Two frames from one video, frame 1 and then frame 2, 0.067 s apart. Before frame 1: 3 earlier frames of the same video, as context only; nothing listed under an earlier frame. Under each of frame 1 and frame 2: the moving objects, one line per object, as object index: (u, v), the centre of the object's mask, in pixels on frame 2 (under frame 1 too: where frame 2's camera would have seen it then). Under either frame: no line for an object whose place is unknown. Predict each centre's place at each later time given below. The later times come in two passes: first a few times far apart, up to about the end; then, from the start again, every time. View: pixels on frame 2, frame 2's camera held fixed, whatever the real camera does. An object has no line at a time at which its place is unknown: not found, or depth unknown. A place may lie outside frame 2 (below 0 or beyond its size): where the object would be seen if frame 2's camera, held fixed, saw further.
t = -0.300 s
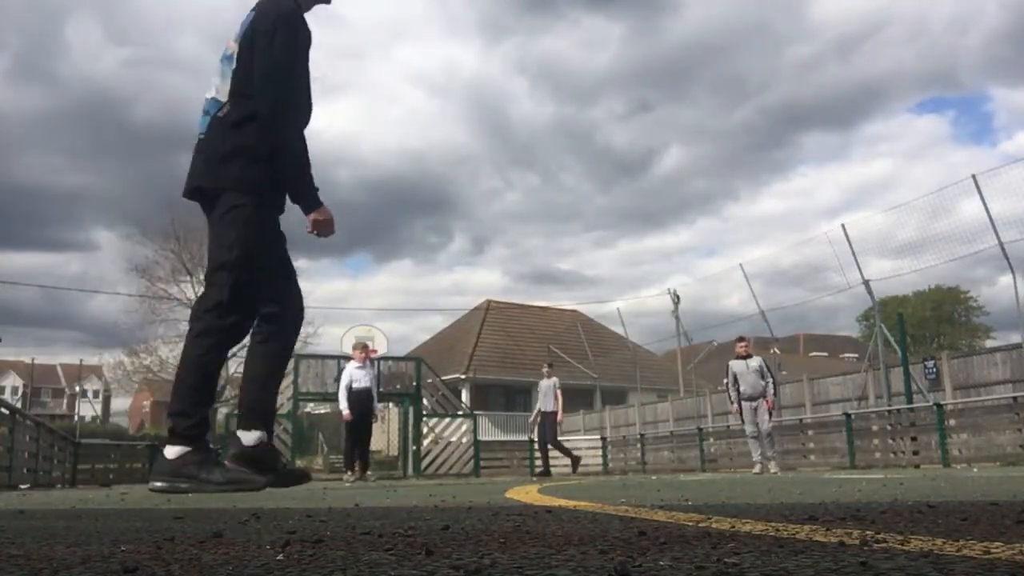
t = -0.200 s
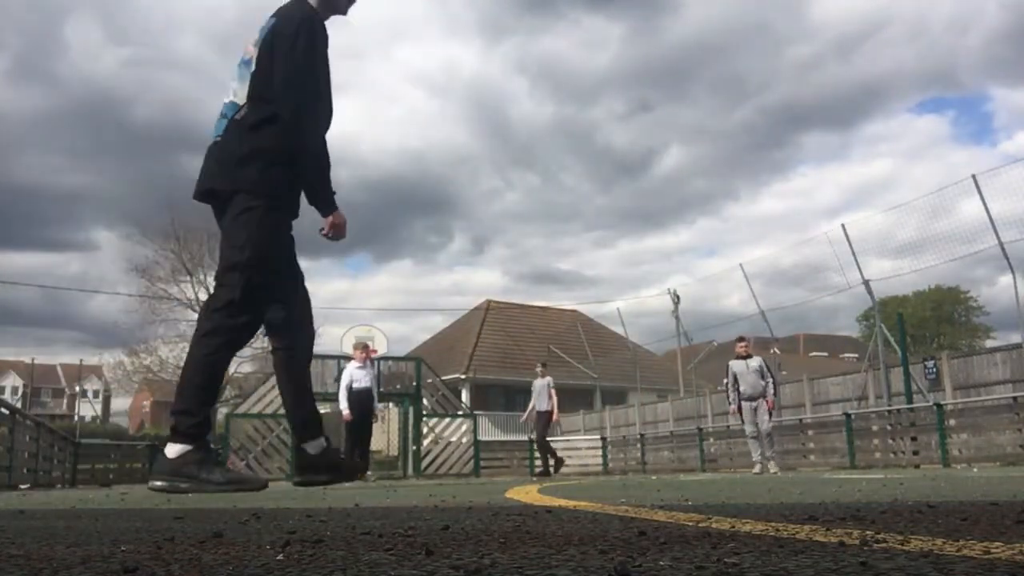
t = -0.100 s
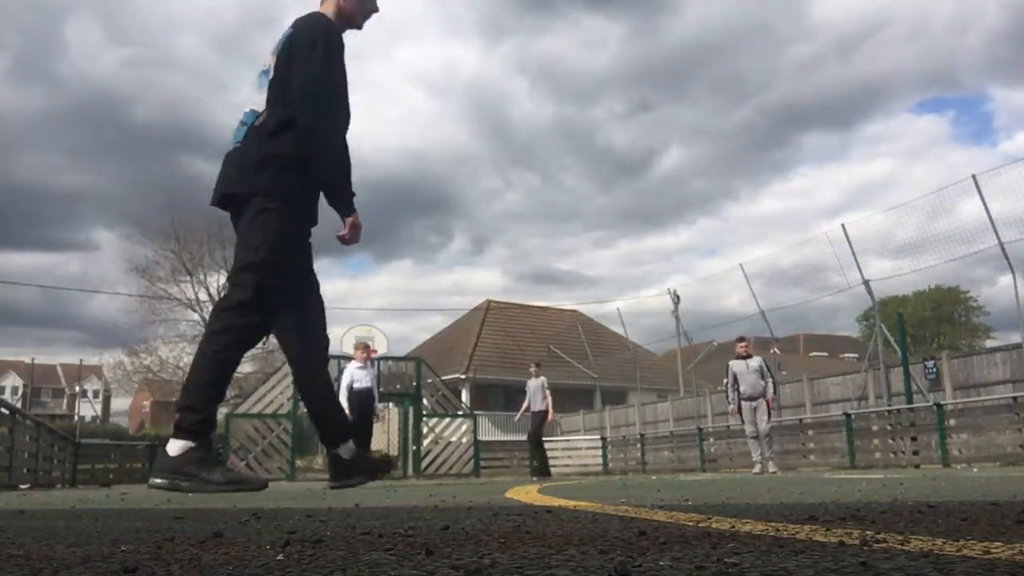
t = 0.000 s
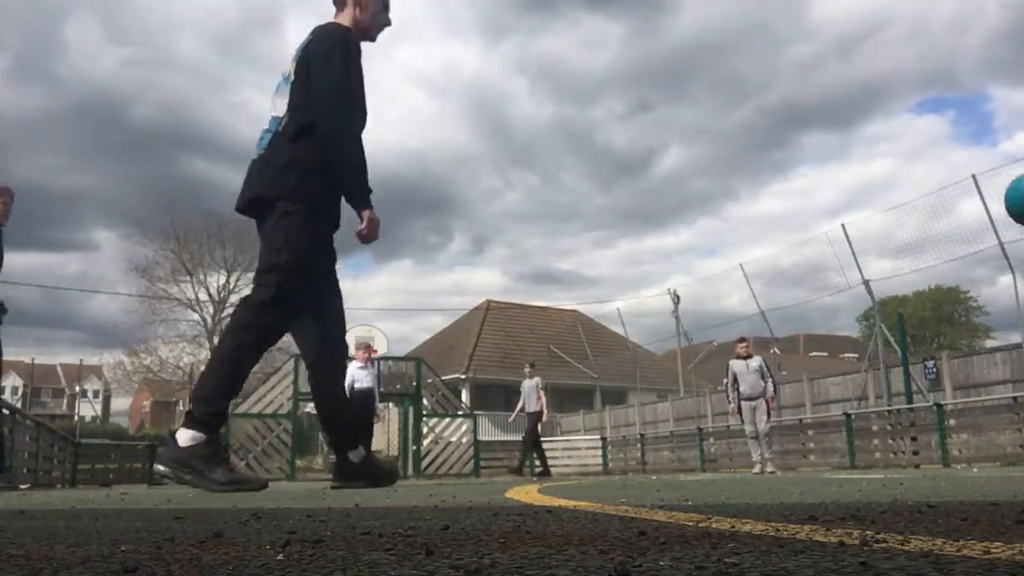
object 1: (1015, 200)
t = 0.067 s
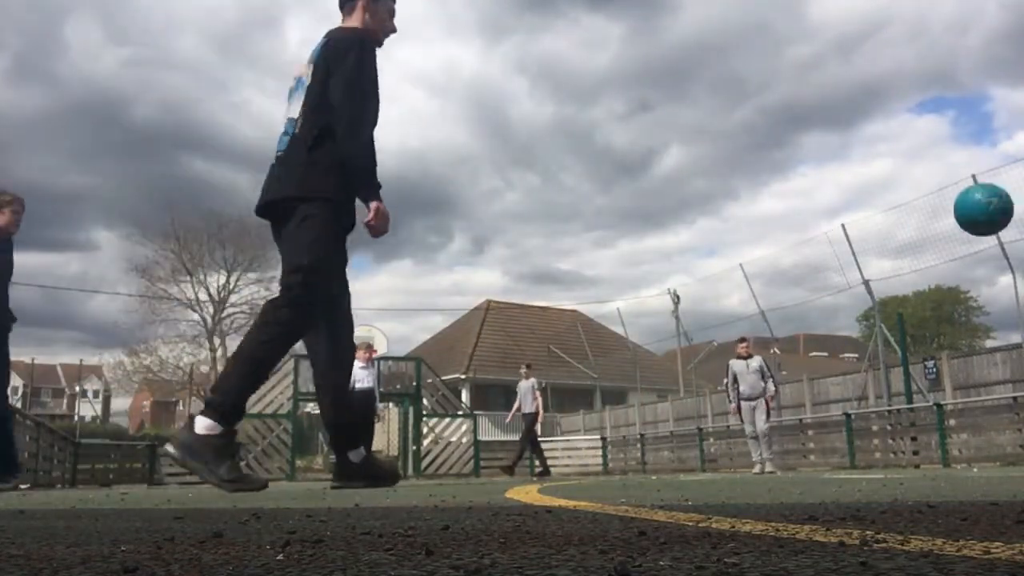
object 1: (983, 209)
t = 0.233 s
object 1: (879, 269)
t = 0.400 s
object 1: (802, 367)
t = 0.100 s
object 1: (960, 217)
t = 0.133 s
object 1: (937, 228)
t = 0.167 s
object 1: (917, 240)
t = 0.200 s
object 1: (897, 254)
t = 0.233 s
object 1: (879, 269)
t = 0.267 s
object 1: (862, 286)
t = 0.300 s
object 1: (845, 305)
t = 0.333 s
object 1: (830, 324)
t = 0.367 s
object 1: (815, 345)
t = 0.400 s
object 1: (802, 367)
